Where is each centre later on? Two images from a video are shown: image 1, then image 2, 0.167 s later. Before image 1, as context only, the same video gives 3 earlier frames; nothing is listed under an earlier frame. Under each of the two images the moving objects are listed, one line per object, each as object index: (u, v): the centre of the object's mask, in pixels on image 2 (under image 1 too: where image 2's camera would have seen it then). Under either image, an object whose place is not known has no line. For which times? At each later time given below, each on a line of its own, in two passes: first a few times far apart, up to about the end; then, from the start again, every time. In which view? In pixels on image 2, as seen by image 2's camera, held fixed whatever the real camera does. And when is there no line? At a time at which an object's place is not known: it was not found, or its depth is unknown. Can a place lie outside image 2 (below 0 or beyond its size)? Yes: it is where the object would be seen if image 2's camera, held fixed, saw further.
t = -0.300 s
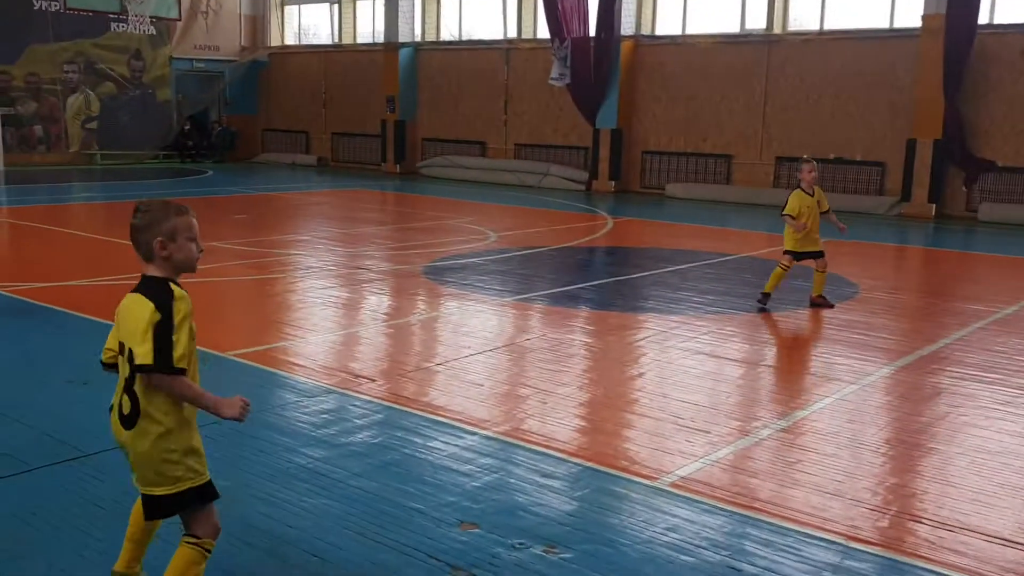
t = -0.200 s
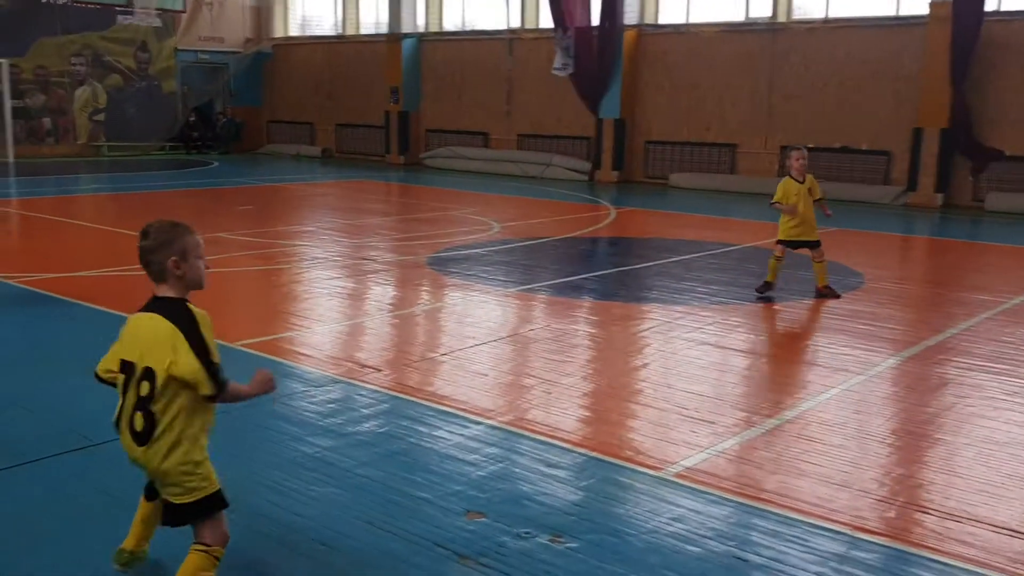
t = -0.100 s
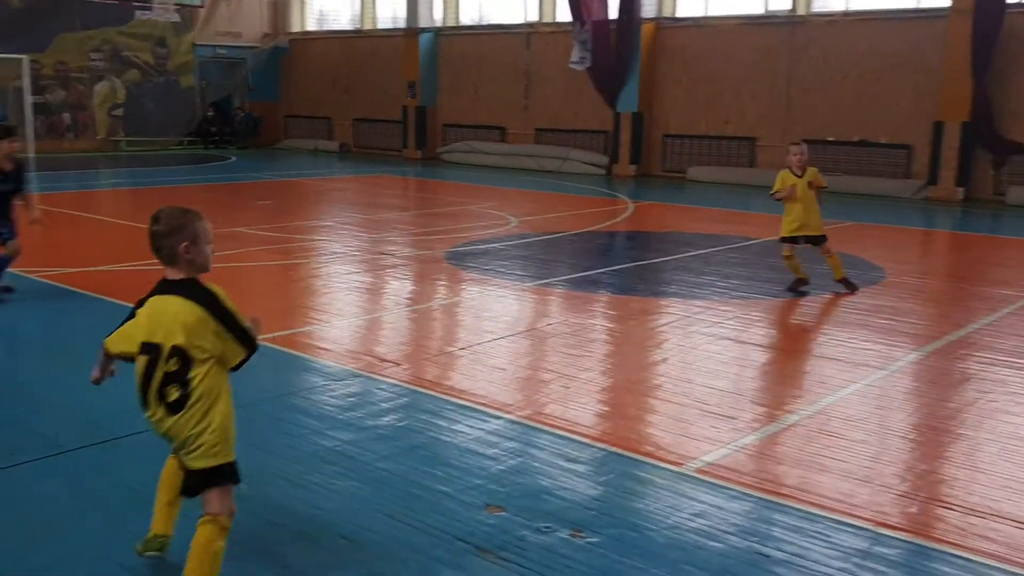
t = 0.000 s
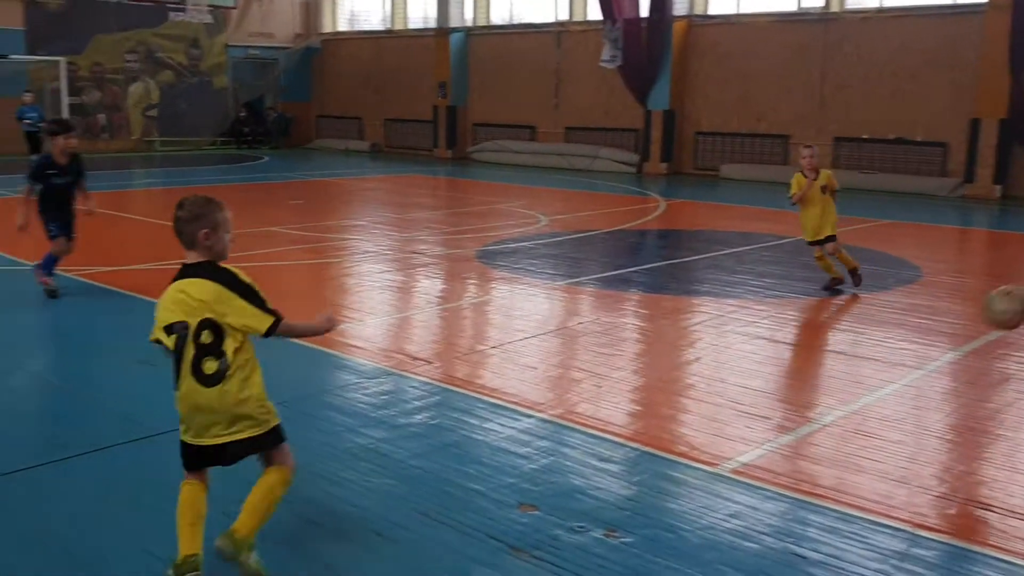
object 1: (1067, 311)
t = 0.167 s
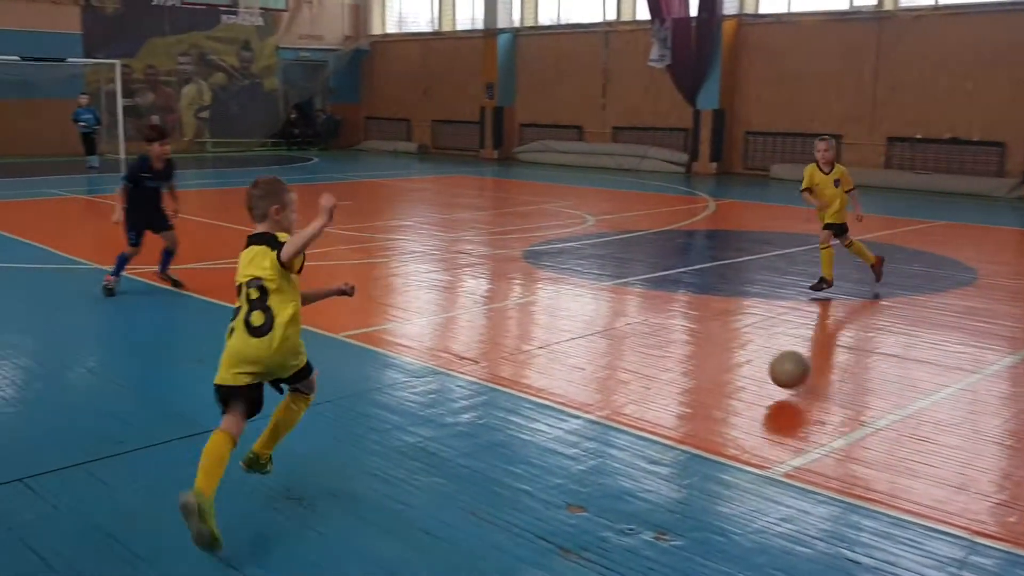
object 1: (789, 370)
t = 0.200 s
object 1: (759, 354)
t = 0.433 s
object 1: (564, 304)
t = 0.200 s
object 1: (759, 354)
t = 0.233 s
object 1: (729, 341)
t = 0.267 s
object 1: (700, 329)
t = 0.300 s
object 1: (672, 320)
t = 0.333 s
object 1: (644, 313)
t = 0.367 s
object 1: (617, 308)
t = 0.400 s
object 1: (590, 305)
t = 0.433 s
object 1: (564, 304)
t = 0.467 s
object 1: (539, 305)
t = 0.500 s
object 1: (515, 308)
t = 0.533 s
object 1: (492, 313)
